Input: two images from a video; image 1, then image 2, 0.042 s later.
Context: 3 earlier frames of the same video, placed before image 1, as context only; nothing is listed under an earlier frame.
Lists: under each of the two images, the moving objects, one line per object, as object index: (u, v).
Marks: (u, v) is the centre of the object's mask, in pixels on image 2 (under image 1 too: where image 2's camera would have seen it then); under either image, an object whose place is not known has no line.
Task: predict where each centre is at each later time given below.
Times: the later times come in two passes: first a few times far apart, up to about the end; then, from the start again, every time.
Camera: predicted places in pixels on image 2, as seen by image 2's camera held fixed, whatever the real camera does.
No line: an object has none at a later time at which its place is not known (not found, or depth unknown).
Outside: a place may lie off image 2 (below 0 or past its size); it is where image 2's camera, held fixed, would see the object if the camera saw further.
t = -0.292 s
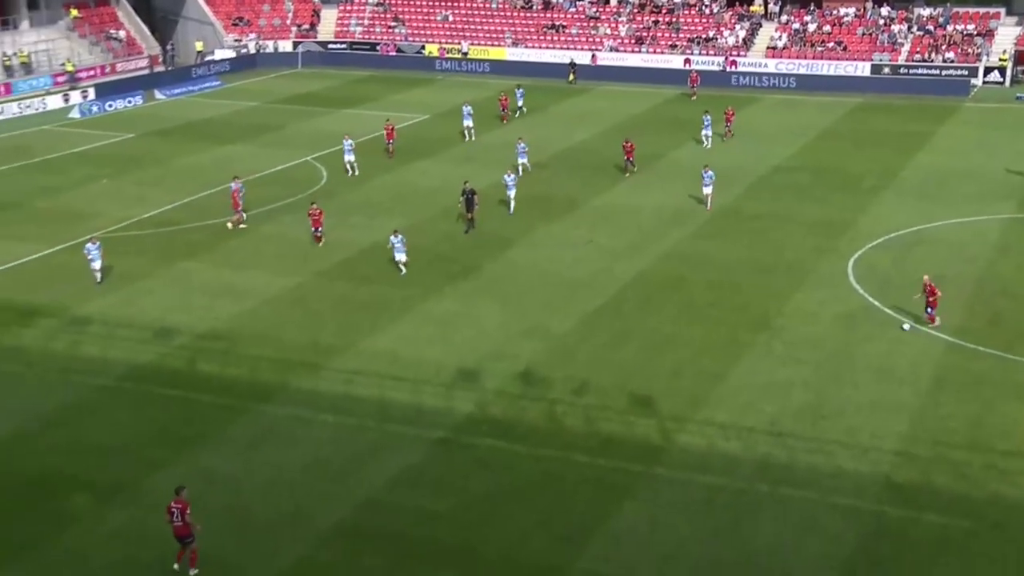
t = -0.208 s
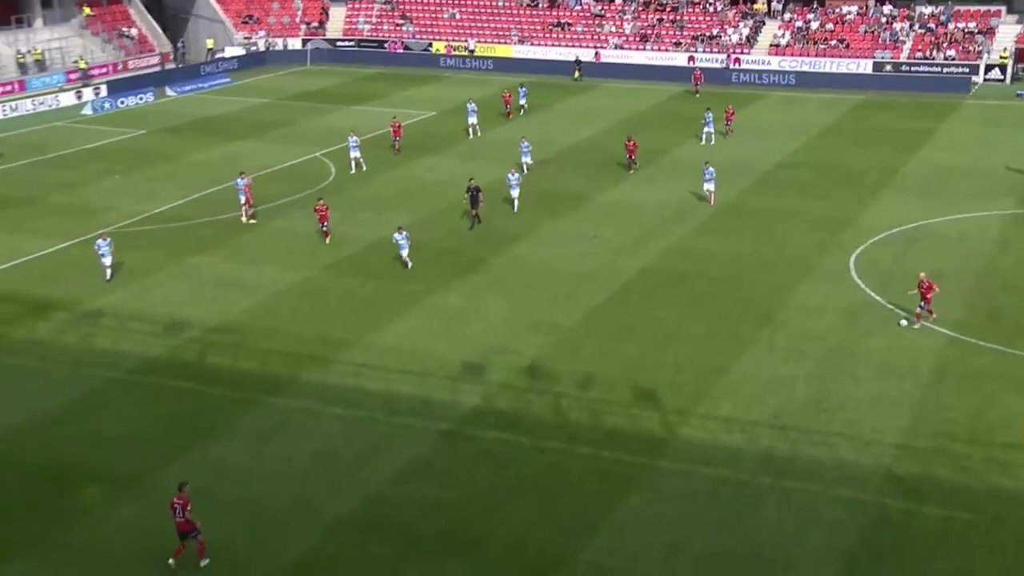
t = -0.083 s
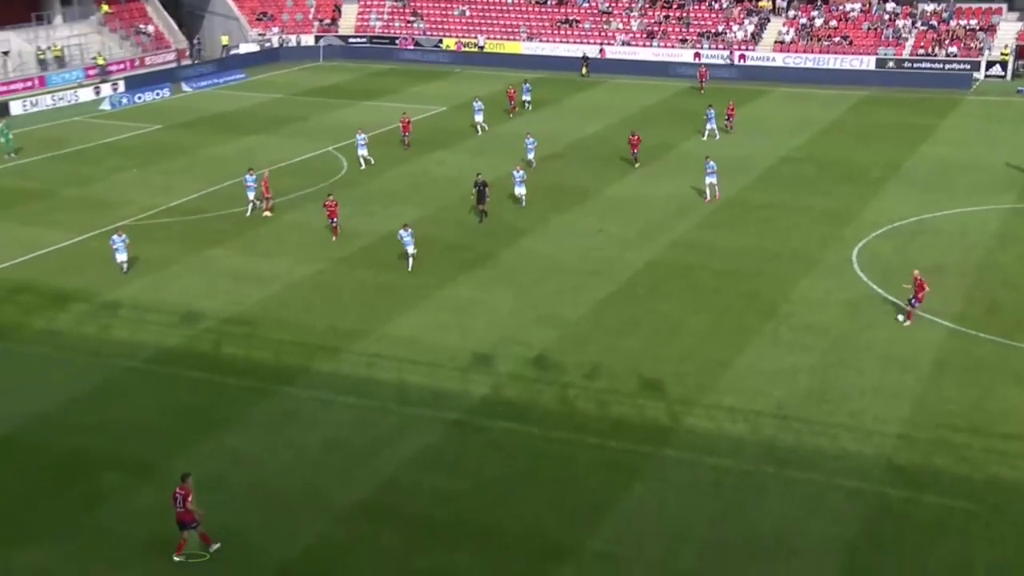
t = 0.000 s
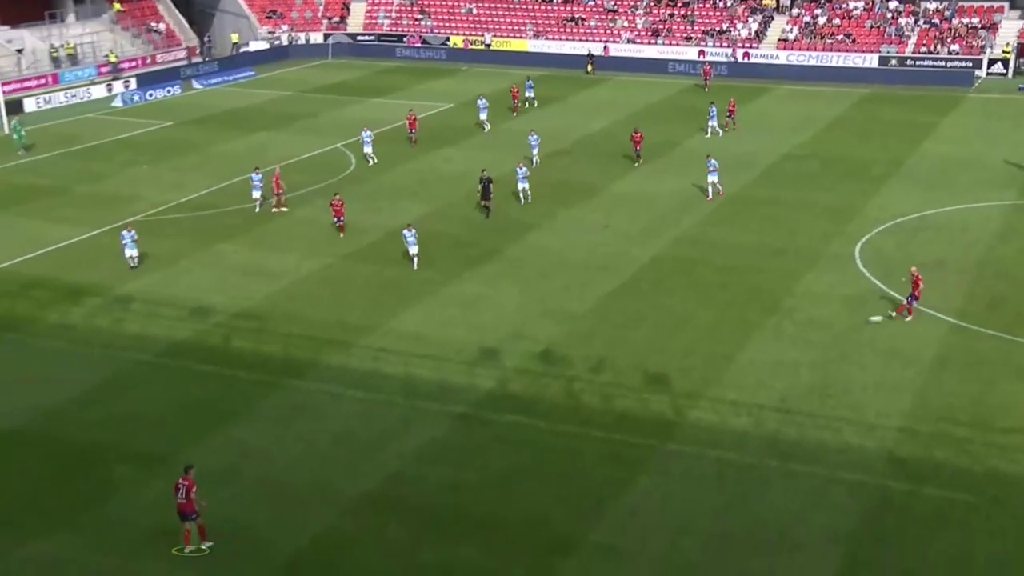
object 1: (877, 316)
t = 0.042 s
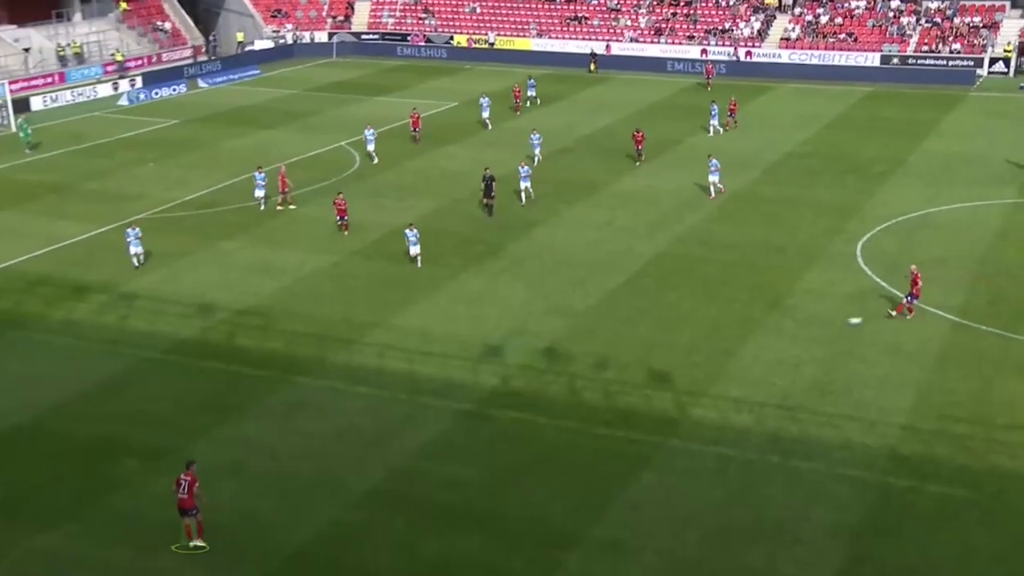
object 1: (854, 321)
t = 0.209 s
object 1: (764, 343)
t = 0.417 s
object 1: (657, 362)
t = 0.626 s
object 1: (551, 386)
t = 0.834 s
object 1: (446, 408)
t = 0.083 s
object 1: (832, 325)
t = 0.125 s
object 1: (809, 331)
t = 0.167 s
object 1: (786, 337)
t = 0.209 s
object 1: (764, 343)
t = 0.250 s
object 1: (743, 345)
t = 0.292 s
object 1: (721, 349)
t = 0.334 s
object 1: (700, 352)
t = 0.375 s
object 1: (678, 357)
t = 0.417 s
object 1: (657, 362)
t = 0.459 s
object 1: (635, 368)
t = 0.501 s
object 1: (613, 375)
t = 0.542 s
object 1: (590, 382)
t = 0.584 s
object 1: (570, 384)
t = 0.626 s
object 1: (551, 386)
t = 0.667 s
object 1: (530, 389)
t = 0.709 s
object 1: (509, 392)
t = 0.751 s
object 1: (488, 397)
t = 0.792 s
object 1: (467, 402)
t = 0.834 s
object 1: (446, 408)
